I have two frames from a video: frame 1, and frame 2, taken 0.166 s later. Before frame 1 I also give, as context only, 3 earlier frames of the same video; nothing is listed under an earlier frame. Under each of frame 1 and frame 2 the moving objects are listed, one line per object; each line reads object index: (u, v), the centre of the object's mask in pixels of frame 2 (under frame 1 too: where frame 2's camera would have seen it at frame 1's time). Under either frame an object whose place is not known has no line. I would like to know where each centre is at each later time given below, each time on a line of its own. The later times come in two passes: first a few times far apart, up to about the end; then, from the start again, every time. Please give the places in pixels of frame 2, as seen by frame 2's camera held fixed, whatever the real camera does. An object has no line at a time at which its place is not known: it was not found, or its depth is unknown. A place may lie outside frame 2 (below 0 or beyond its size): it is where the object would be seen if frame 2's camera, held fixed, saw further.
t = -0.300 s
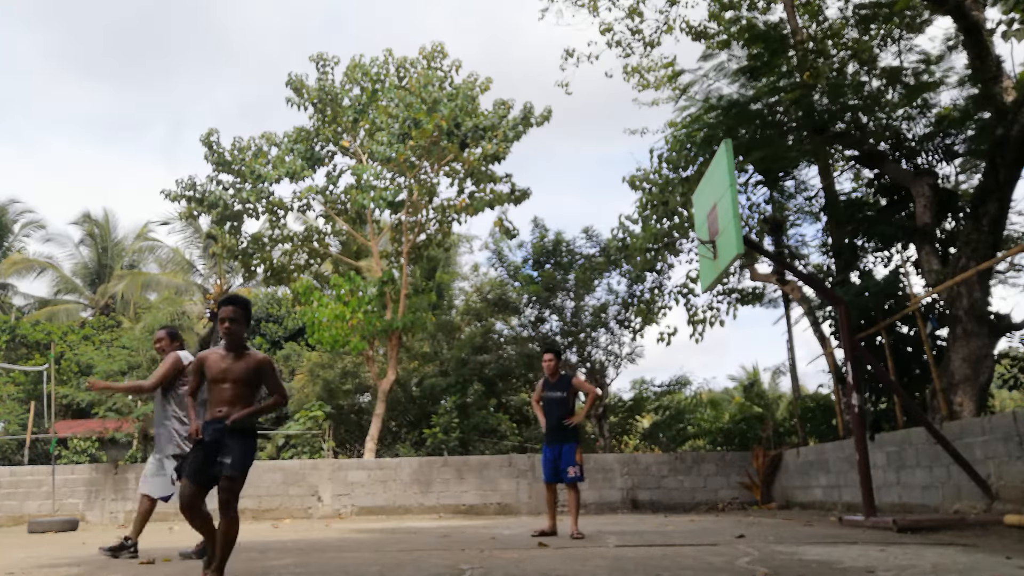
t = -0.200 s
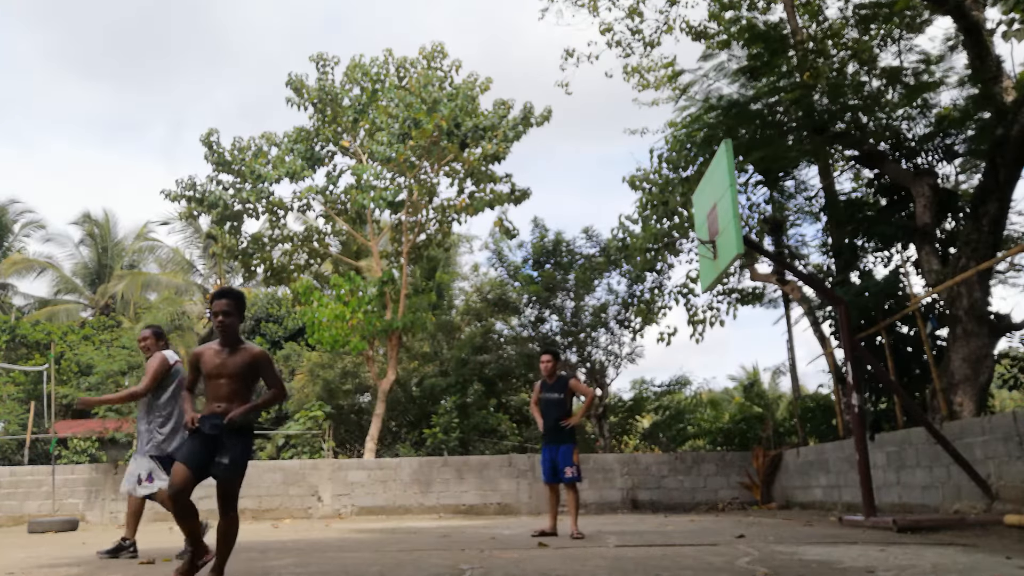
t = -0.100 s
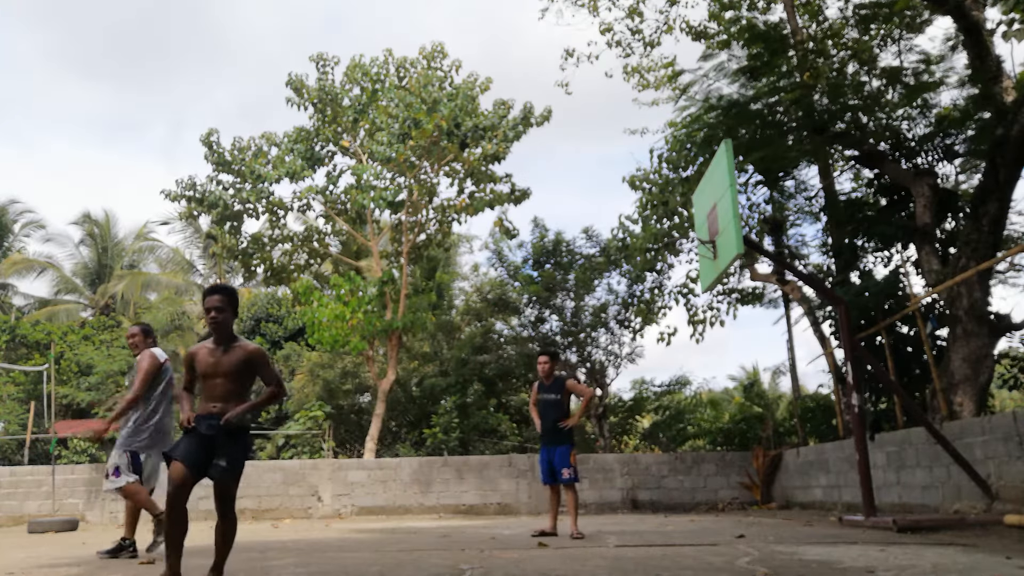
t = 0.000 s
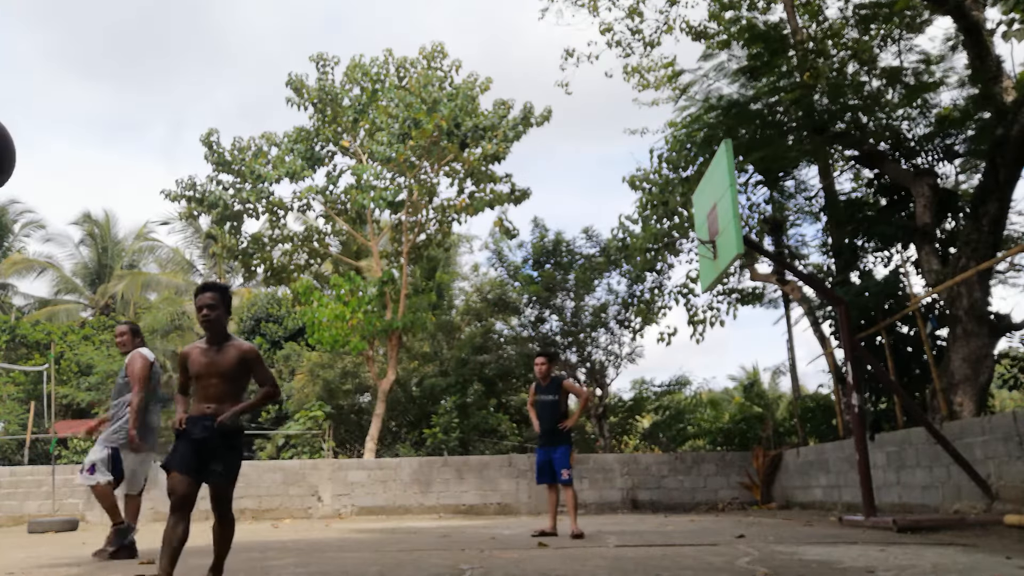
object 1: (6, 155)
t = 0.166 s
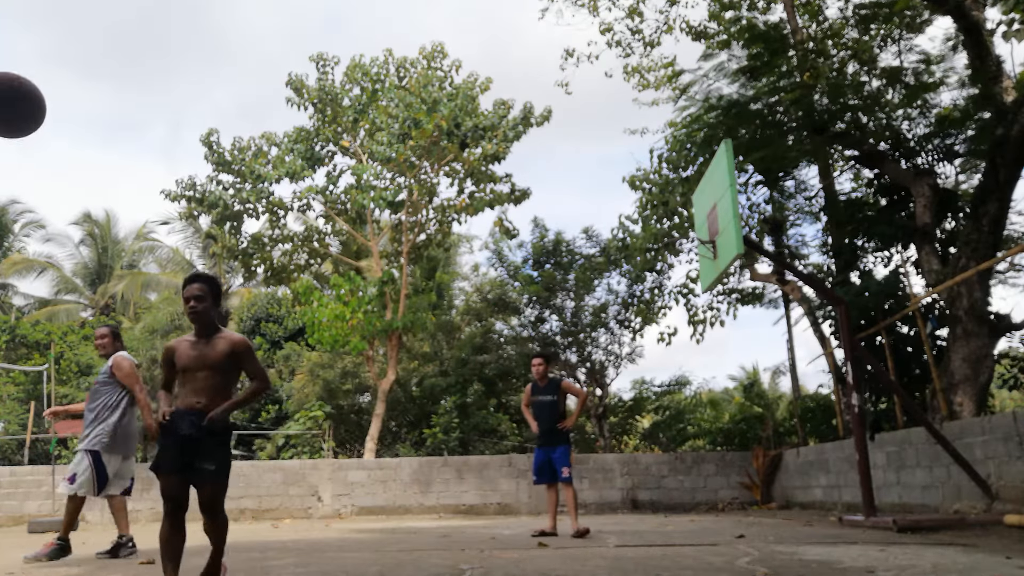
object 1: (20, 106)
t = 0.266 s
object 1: (19, 121)
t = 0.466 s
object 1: (16, 187)
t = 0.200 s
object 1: (20, 109)
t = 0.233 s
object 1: (20, 114)
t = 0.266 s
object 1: (19, 121)
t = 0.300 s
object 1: (19, 129)
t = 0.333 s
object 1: (19, 139)
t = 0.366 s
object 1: (18, 150)
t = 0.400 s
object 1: (18, 161)
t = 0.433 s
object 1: (17, 174)
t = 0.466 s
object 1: (16, 187)
